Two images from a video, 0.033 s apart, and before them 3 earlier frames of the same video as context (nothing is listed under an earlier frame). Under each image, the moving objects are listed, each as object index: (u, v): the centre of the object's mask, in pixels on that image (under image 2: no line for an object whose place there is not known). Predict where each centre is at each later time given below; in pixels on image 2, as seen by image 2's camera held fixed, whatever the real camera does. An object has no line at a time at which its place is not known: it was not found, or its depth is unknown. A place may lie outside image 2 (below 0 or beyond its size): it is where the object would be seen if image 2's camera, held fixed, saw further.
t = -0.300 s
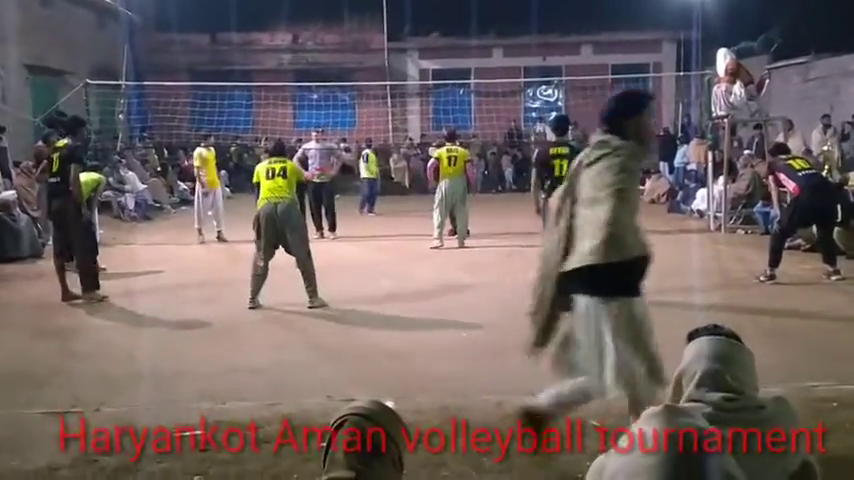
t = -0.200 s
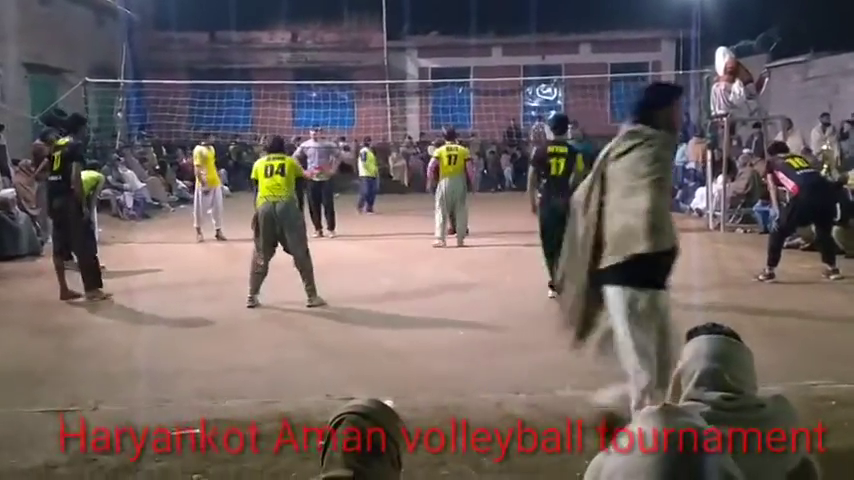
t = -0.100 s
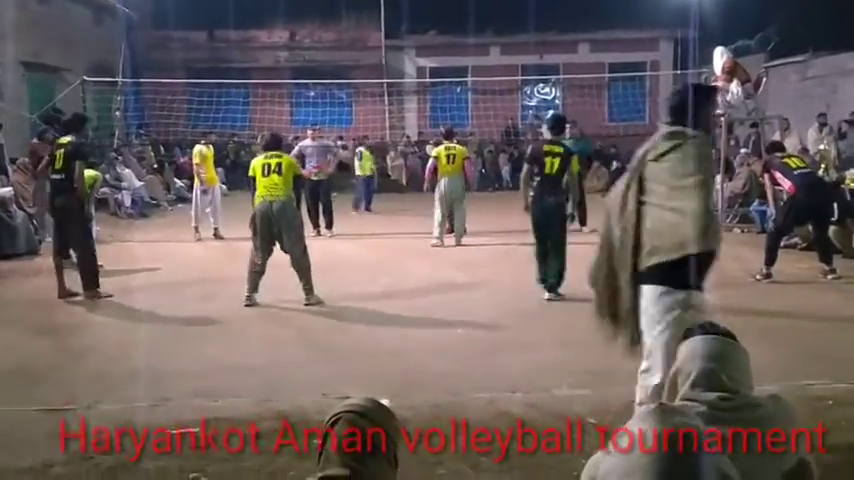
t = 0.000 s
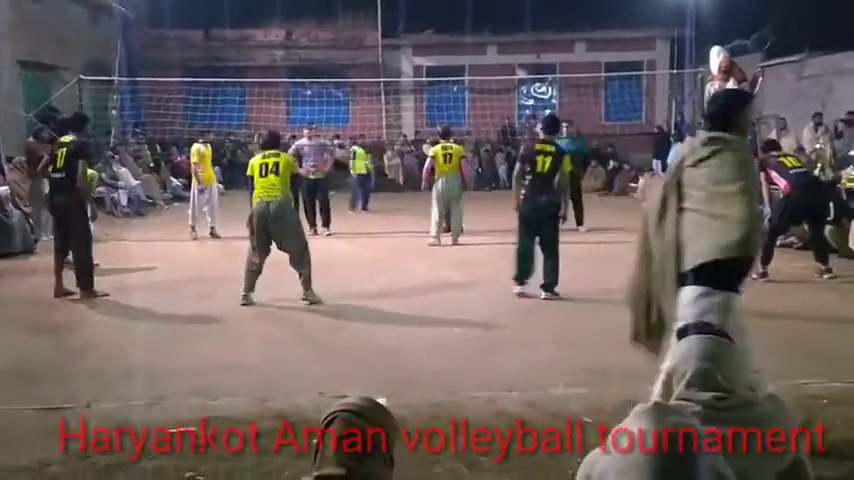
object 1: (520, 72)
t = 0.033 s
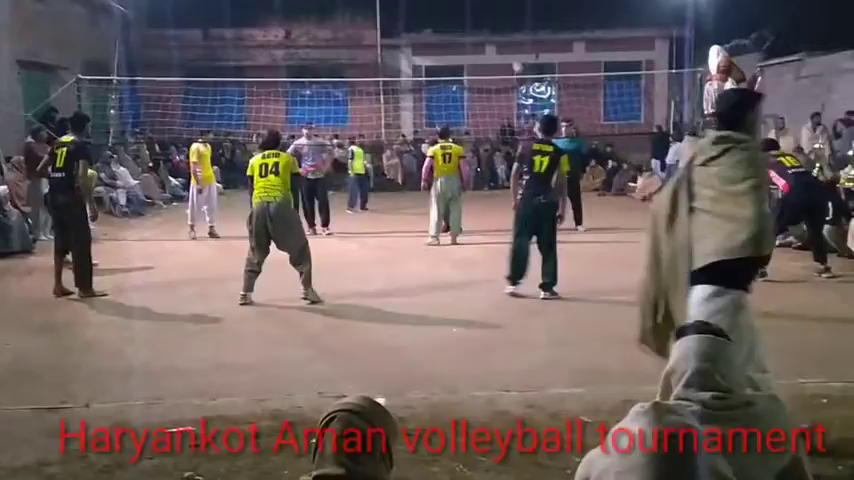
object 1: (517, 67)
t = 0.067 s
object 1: (513, 61)
